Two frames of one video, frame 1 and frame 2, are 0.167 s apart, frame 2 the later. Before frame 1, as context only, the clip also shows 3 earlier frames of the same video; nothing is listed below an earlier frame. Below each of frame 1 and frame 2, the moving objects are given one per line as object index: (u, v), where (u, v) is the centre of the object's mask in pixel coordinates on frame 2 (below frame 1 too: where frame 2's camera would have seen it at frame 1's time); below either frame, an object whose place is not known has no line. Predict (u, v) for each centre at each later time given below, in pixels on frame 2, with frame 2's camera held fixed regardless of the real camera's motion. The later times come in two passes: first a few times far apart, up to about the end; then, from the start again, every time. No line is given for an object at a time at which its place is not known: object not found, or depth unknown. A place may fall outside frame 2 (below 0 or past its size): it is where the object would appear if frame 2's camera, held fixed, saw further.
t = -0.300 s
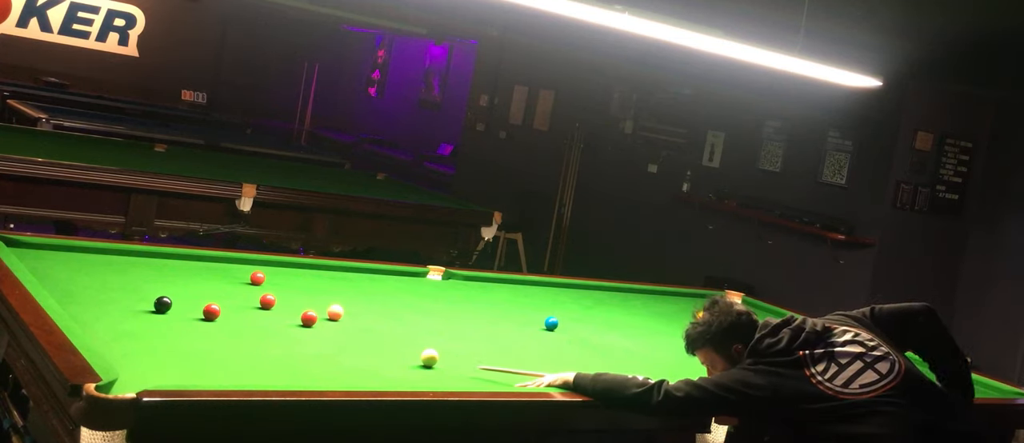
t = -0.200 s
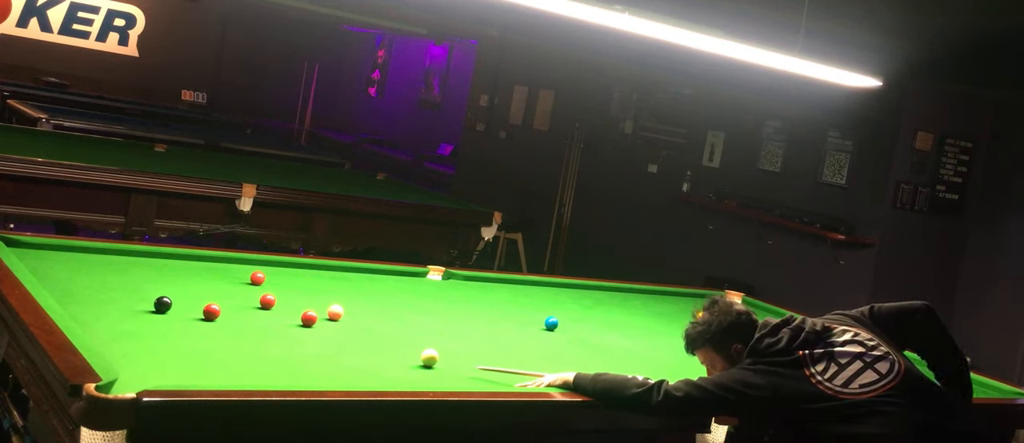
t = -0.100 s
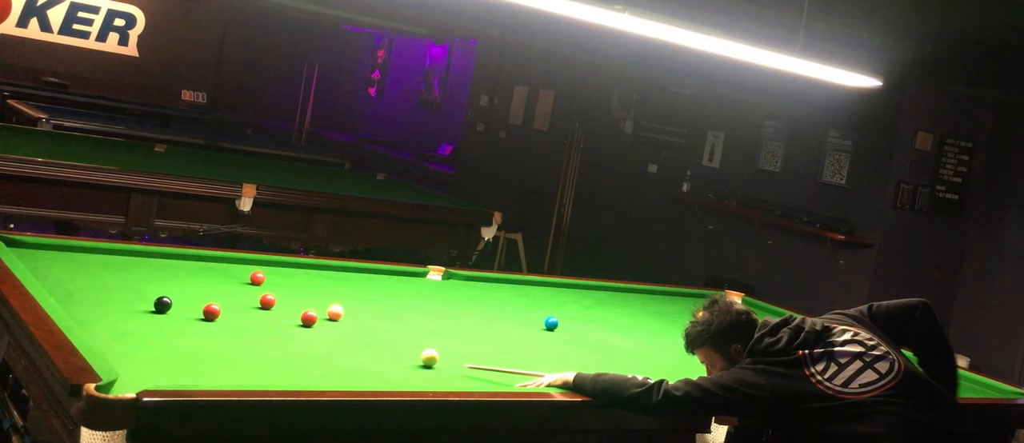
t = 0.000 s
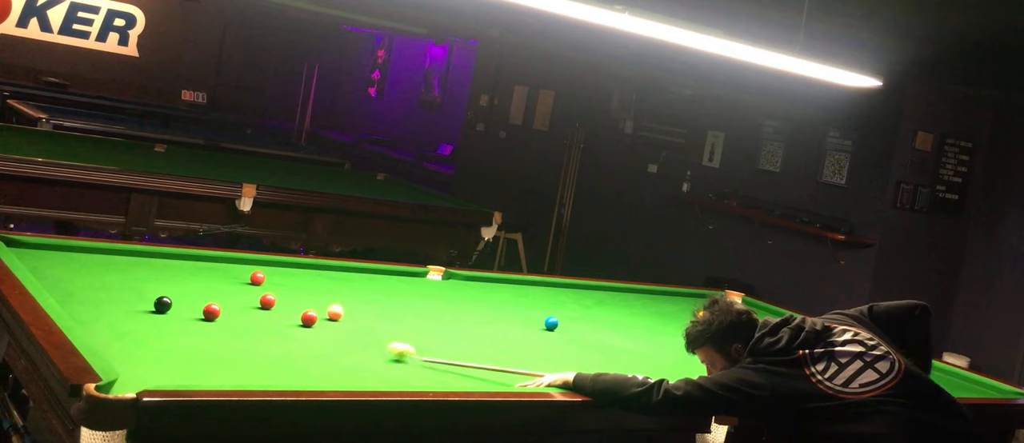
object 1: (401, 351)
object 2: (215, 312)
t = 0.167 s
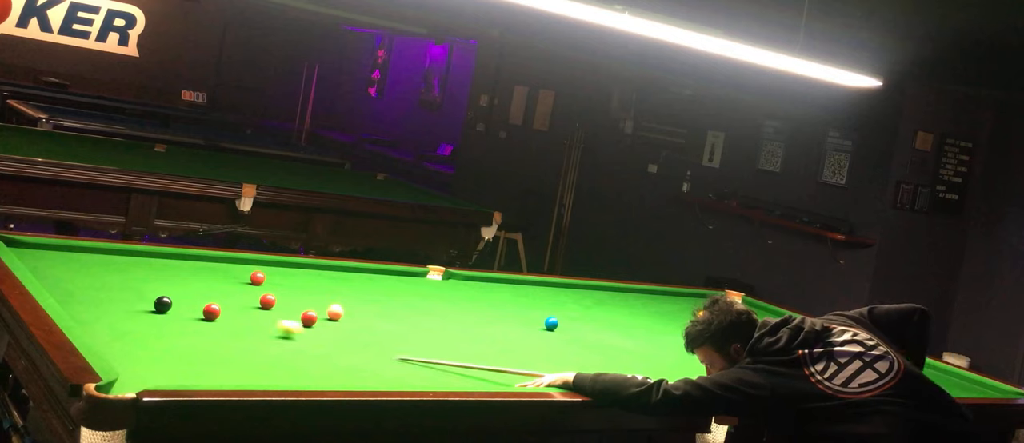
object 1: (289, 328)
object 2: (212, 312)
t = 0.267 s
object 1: (232, 318)
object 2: (212, 312)
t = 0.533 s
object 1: (183, 317)
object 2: (147, 290)
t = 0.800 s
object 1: (140, 318)
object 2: (94, 272)
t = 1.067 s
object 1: (98, 319)
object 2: (45, 255)
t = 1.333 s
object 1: (90, 321)
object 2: (5, 240)
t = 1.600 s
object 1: (117, 325)
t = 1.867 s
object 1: (141, 329)
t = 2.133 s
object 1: (163, 332)
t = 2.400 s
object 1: (182, 334)
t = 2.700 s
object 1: (200, 337)
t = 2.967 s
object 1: (214, 339)
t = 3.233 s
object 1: (225, 340)
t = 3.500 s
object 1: (234, 342)
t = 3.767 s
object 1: (240, 342)
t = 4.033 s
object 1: (245, 343)
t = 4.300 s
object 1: (247, 343)
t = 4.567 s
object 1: (246, 343)
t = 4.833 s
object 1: (246, 343)
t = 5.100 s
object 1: (246, 343)
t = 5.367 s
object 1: (247, 343)
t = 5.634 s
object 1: (247, 343)
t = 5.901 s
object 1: (247, 343)
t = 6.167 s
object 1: (247, 343)
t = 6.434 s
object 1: (247, 343)
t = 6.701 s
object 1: (247, 343)
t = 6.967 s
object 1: (247, 343)
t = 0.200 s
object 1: (269, 324)
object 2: (212, 312)
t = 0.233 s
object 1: (250, 321)
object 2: (212, 312)
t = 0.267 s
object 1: (232, 318)
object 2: (212, 312)
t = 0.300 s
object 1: (220, 316)
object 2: (205, 309)
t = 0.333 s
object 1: (214, 316)
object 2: (196, 306)
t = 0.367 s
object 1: (209, 317)
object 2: (186, 303)
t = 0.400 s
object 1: (203, 317)
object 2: (178, 300)
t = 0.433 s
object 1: (198, 317)
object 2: (171, 295)
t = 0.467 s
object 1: (193, 317)
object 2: (161, 292)
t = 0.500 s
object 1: (188, 317)
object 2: (154, 292)
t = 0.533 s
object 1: (183, 317)
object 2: (147, 290)
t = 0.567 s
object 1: (177, 317)
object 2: (140, 288)
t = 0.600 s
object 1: (172, 317)
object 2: (133, 285)
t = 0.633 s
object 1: (166, 317)
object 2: (127, 283)
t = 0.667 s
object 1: (161, 317)
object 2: (120, 281)
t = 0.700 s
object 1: (155, 317)
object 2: (113, 278)
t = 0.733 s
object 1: (150, 317)
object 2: (107, 276)
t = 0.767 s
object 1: (145, 318)
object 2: (100, 274)
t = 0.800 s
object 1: (140, 318)
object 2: (94, 272)
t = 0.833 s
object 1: (134, 318)
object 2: (87, 270)
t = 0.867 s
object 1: (129, 318)
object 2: (81, 268)
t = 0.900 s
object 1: (124, 318)
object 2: (75, 265)
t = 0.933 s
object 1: (119, 318)
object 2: (69, 264)
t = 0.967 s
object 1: (114, 318)
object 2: (63, 261)
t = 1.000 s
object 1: (109, 318)
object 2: (57, 259)
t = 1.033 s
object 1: (103, 319)
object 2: (51, 257)
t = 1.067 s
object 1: (98, 319)
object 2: (45, 255)
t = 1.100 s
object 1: (93, 319)
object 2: (40, 253)
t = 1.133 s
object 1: (88, 319)
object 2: (34, 251)
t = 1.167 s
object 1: (83, 319)
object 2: (29, 249)
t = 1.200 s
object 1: (79, 318)
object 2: (23, 248)
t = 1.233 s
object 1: (81, 319)
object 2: (18, 246)
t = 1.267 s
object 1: (84, 320)
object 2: (13, 243)
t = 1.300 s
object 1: (87, 321)
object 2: (9, 241)
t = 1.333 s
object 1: (90, 321)
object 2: (5, 240)
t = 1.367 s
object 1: (94, 322)
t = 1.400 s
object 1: (97, 322)
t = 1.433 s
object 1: (101, 323)
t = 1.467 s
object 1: (104, 323)
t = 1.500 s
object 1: (107, 324)
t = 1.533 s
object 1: (111, 324)
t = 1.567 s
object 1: (114, 325)
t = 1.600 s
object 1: (117, 325)
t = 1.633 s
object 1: (120, 326)
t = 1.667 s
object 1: (123, 326)
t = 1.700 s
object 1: (126, 326)
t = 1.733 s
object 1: (130, 326)
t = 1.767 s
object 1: (132, 327)
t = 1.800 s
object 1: (135, 328)
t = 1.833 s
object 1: (138, 328)
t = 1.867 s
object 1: (141, 329)
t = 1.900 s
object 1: (144, 329)
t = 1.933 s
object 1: (147, 329)
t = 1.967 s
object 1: (149, 330)
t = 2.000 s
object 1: (152, 330)
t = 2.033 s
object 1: (155, 331)
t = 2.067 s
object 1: (157, 331)
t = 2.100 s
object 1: (160, 331)
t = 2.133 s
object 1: (163, 332)
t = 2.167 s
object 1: (165, 332)
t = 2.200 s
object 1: (168, 332)
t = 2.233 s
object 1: (170, 333)
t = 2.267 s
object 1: (173, 333)
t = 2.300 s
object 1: (175, 333)
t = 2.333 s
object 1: (177, 334)
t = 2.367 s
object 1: (179, 334)
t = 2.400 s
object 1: (182, 334)
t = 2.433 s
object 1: (184, 335)
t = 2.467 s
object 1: (186, 335)
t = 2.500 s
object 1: (188, 335)
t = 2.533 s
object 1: (190, 335)
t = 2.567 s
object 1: (192, 336)
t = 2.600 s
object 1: (194, 336)
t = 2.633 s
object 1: (196, 336)
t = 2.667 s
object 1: (198, 336)
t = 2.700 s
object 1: (200, 337)
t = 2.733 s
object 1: (202, 337)
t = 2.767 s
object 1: (204, 337)
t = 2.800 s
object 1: (206, 337)
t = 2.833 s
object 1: (207, 338)
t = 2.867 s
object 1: (209, 338)
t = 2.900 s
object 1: (211, 338)
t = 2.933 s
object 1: (212, 339)
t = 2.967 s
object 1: (214, 339)
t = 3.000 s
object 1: (215, 339)
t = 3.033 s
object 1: (217, 339)
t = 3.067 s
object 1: (218, 339)
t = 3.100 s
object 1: (220, 340)
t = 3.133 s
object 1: (221, 340)
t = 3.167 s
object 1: (223, 340)
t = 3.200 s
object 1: (224, 340)
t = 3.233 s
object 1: (225, 340)
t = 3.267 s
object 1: (226, 340)
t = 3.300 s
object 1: (227, 341)
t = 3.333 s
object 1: (229, 341)
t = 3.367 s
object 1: (230, 341)
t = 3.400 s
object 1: (231, 341)
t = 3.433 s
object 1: (232, 341)
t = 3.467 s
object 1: (233, 341)
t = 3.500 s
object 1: (234, 342)
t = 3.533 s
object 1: (235, 342)
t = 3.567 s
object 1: (236, 342)
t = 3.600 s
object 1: (237, 342)
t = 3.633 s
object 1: (237, 342)
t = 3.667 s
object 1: (238, 342)
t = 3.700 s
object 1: (239, 342)
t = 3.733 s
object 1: (240, 342)
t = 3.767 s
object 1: (240, 342)
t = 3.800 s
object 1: (241, 342)
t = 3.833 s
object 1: (242, 342)
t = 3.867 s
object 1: (242, 343)
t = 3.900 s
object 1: (243, 343)
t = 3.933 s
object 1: (243, 343)
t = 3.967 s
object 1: (244, 343)
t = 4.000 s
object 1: (244, 343)
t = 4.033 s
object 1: (245, 343)
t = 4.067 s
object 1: (245, 343)
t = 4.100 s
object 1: (245, 343)
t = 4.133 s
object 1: (246, 343)
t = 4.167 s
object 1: (246, 343)
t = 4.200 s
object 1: (246, 343)
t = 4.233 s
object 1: (246, 343)
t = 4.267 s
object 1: (246, 343)
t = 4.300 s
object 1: (247, 343)
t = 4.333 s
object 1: (247, 343)
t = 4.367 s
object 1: (247, 343)
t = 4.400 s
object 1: (247, 343)
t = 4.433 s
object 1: (247, 343)
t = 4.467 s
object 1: (247, 343)
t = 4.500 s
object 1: (247, 343)
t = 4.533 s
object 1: (247, 343)
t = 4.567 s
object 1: (246, 343)
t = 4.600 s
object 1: (246, 343)
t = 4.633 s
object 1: (246, 343)
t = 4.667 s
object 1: (246, 343)
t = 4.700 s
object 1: (246, 343)
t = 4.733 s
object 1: (246, 343)
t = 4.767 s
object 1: (246, 343)
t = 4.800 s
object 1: (246, 343)
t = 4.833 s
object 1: (246, 343)
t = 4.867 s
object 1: (246, 343)
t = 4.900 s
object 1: (246, 343)
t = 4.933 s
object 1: (246, 343)
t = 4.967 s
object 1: (246, 343)
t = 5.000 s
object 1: (246, 343)
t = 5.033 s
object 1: (246, 343)
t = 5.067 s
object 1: (246, 343)
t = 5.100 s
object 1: (246, 343)
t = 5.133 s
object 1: (246, 343)
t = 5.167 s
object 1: (246, 343)
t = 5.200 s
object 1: (246, 343)
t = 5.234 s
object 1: (247, 343)
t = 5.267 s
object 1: (247, 343)
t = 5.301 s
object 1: (247, 343)
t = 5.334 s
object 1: (247, 343)
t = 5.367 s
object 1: (247, 343)
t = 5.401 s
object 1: (247, 343)
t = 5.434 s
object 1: (247, 343)
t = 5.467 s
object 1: (247, 343)
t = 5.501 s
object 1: (247, 343)
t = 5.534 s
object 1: (247, 343)
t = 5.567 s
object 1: (247, 343)
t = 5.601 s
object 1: (247, 343)
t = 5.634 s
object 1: (247, 343)
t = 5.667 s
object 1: (247, 343)
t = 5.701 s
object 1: (247, 343)
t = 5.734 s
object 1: (247, 343)
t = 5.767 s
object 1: (247, 343)
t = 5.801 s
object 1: (247, 343)
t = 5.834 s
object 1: (247, 343)
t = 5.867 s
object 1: (247, 343)
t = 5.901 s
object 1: (247, 343)
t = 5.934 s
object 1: (247, 343)
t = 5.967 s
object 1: (247, 343)
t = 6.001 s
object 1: (247, 343)
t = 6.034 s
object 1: (247, 343)
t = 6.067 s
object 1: (247, 343)
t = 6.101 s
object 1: (247, 343)
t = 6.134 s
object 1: (247, 343)
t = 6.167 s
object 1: (247, 343)
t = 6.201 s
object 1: (247, 343)
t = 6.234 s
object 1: (247, 343)
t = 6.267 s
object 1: (247, 343)
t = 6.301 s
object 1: (247, 343)
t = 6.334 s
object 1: (247, 343)
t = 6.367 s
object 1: (247, 343)
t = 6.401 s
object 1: (247, 343)
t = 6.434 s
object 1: (247, 343)
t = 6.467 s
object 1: (247, 343)
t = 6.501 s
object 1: (247, 343)
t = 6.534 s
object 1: (247, 343)
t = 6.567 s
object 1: (247, 343)
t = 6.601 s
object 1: (247, 343)
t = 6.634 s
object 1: (247, 343)
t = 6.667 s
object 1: (247, 343)
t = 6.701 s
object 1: (247, 343)
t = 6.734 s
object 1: (247, 343)
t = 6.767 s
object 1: (247, 343)
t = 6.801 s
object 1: (247, 343)
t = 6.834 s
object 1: (247, 343)
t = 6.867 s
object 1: (247, 343)
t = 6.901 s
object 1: (247, 343)
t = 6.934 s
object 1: (247, 343)
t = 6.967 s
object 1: (247, 343)
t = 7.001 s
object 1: (247, 343)
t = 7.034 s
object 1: (247, 343)
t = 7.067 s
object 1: (247, 343)
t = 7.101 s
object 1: (247, 343)
